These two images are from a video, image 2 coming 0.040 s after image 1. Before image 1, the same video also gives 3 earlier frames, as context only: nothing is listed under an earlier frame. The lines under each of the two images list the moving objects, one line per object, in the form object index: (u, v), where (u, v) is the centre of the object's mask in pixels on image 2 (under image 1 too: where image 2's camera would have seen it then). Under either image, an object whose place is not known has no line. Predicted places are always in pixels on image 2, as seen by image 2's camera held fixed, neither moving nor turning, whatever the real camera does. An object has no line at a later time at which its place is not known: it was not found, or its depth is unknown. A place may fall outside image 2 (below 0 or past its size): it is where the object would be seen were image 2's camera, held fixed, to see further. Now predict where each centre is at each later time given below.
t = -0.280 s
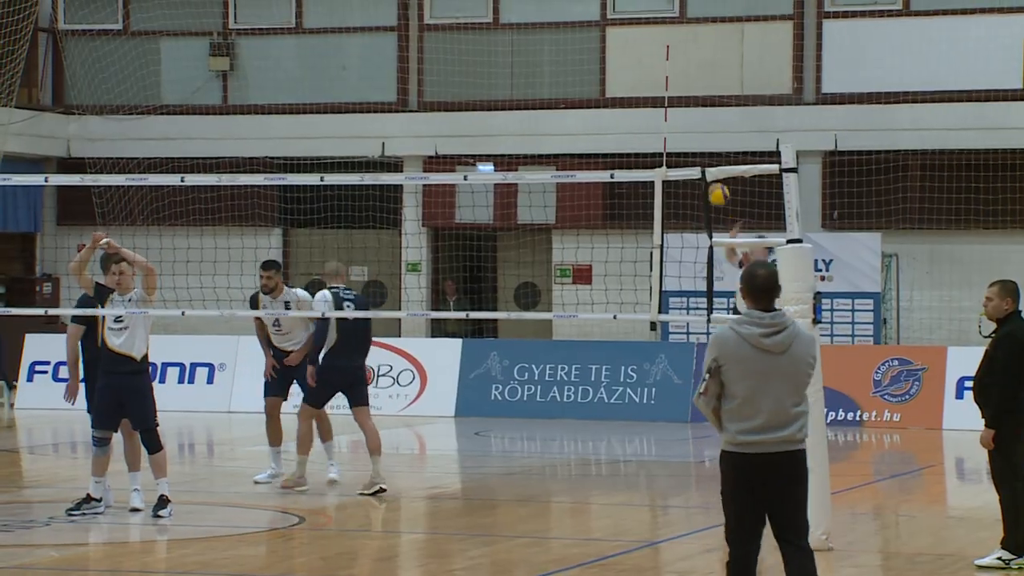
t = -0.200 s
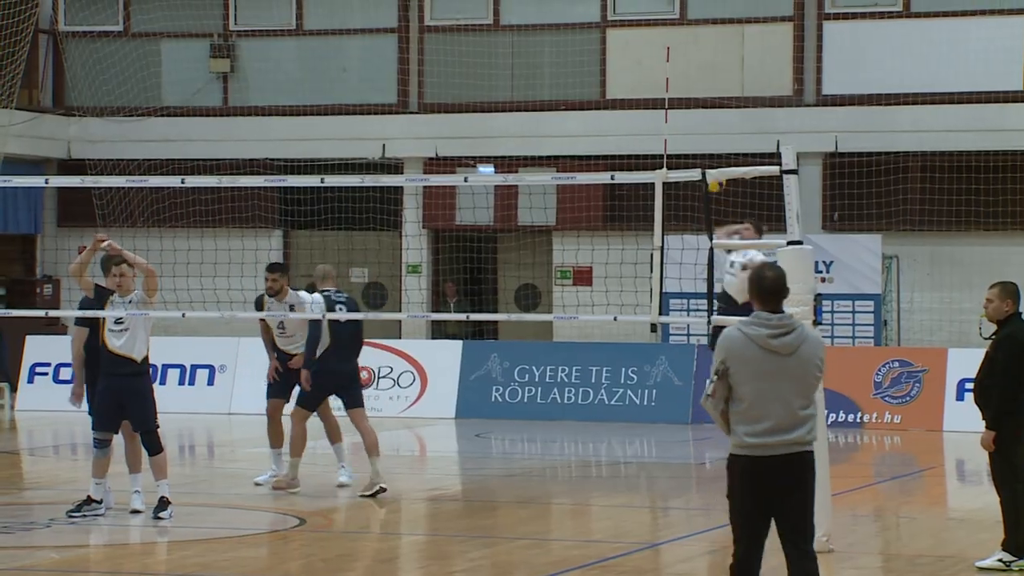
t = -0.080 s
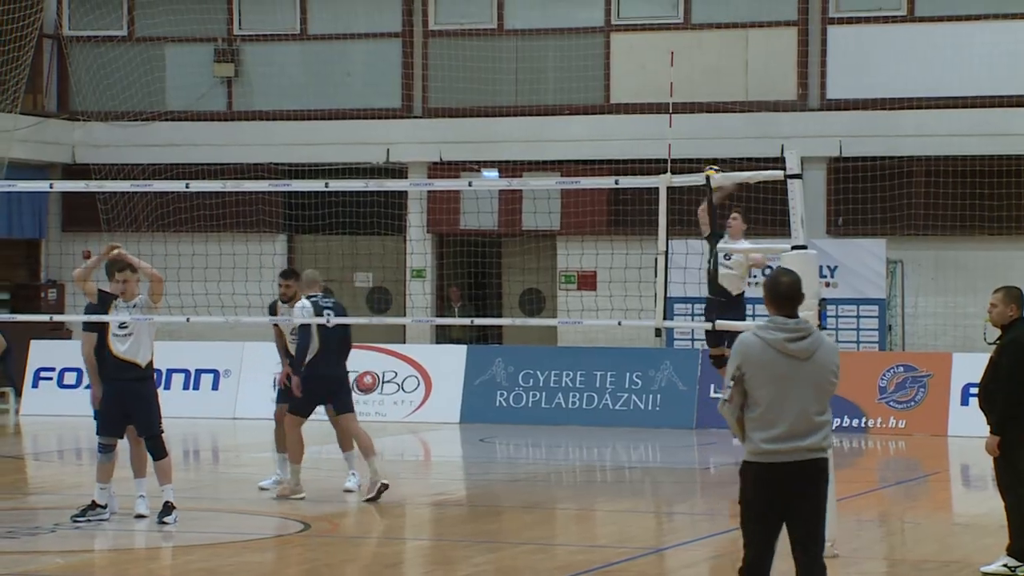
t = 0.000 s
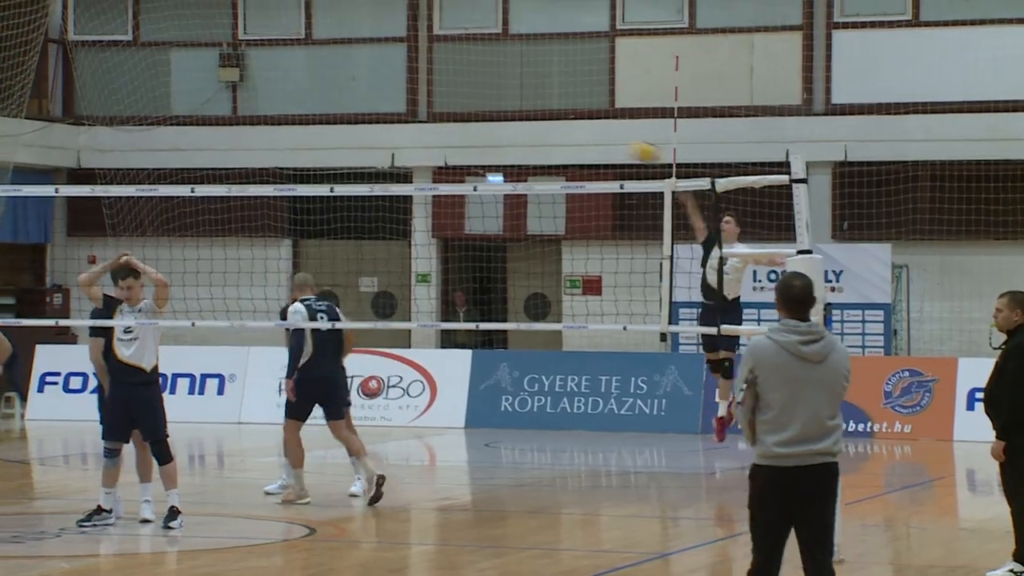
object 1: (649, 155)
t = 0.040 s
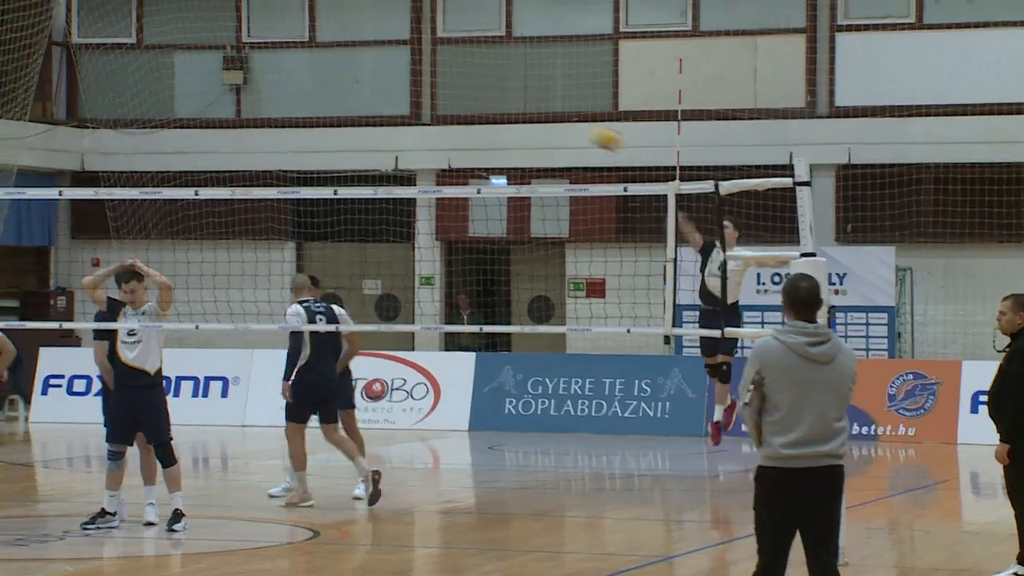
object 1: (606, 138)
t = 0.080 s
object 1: (562, 123)
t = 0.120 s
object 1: (518, 109)
